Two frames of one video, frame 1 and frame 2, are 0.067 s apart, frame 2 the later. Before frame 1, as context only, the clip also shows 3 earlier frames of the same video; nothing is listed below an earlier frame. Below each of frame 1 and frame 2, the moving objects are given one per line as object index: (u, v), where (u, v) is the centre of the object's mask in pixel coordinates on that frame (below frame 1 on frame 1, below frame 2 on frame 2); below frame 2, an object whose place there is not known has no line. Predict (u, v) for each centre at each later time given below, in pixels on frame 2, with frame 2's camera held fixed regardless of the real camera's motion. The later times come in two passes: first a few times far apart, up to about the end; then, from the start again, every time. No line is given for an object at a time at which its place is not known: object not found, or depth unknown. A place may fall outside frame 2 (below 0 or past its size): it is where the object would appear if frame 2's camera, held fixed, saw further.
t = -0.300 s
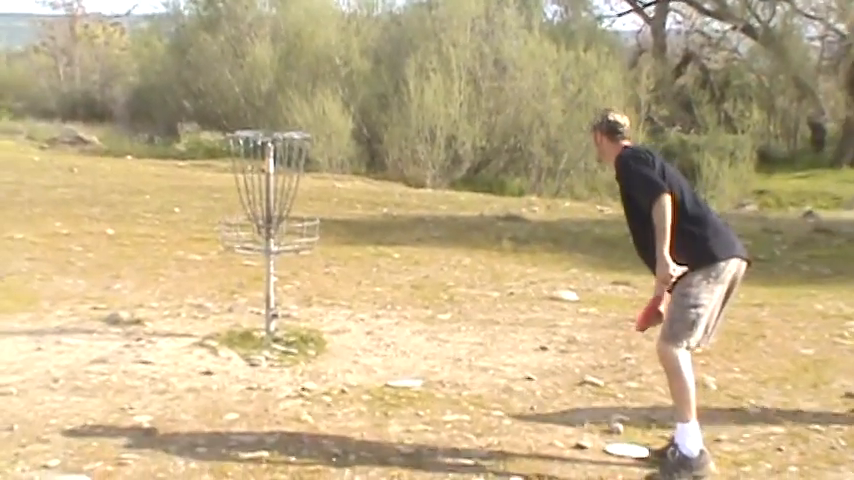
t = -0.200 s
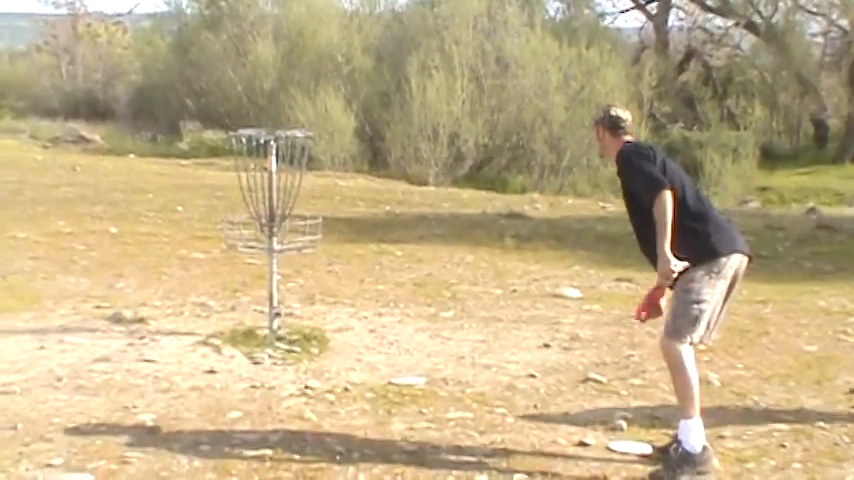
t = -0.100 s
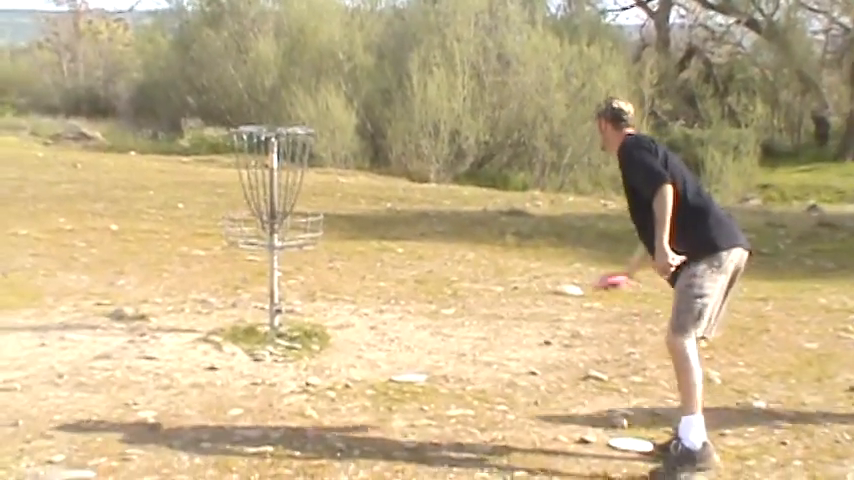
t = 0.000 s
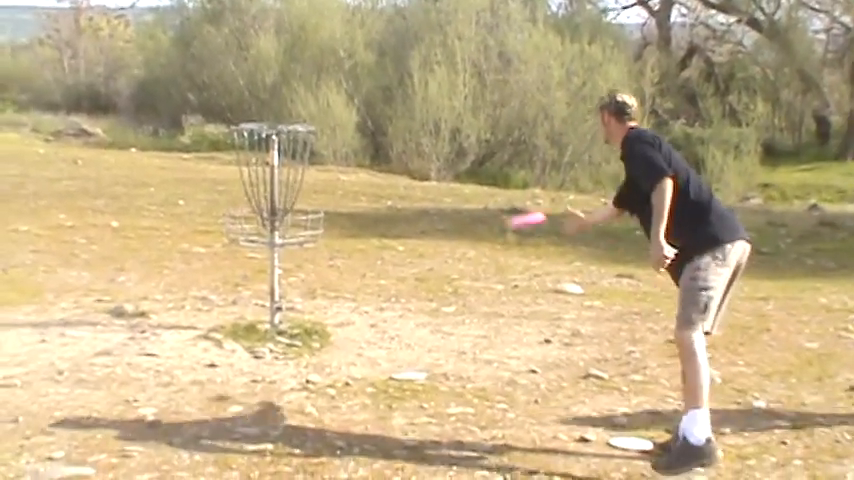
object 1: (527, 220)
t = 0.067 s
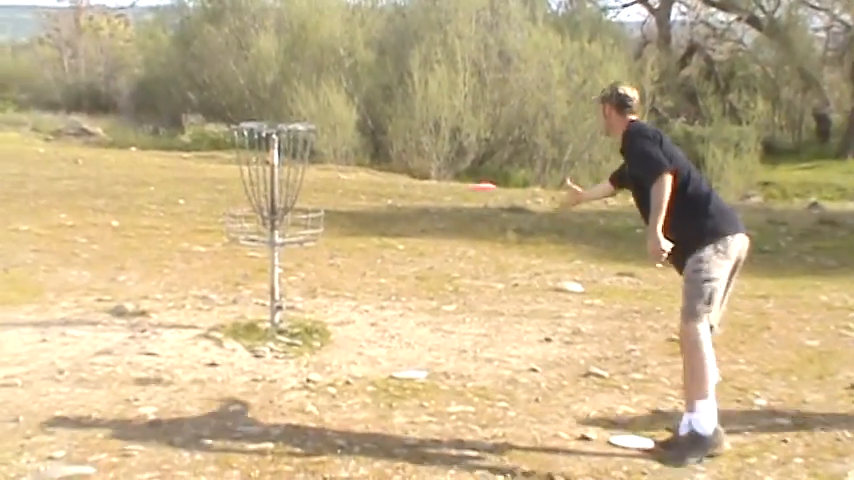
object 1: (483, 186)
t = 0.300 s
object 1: (336, 161)
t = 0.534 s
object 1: (283, 184)
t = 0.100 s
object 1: (455, 177)
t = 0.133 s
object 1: (432, 170)
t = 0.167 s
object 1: (408, 165)
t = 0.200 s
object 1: (391, 160)
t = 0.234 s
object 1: (374, 158)
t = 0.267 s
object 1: (353, 159)
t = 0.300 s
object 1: (336, 161)
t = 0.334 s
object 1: (319, 163)
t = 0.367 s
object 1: (302, 168)
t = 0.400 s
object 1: (292, 171)
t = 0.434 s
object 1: (286, 172)
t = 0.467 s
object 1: (284, 177)
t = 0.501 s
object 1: (284, 179)
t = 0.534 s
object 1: (283, 184)
